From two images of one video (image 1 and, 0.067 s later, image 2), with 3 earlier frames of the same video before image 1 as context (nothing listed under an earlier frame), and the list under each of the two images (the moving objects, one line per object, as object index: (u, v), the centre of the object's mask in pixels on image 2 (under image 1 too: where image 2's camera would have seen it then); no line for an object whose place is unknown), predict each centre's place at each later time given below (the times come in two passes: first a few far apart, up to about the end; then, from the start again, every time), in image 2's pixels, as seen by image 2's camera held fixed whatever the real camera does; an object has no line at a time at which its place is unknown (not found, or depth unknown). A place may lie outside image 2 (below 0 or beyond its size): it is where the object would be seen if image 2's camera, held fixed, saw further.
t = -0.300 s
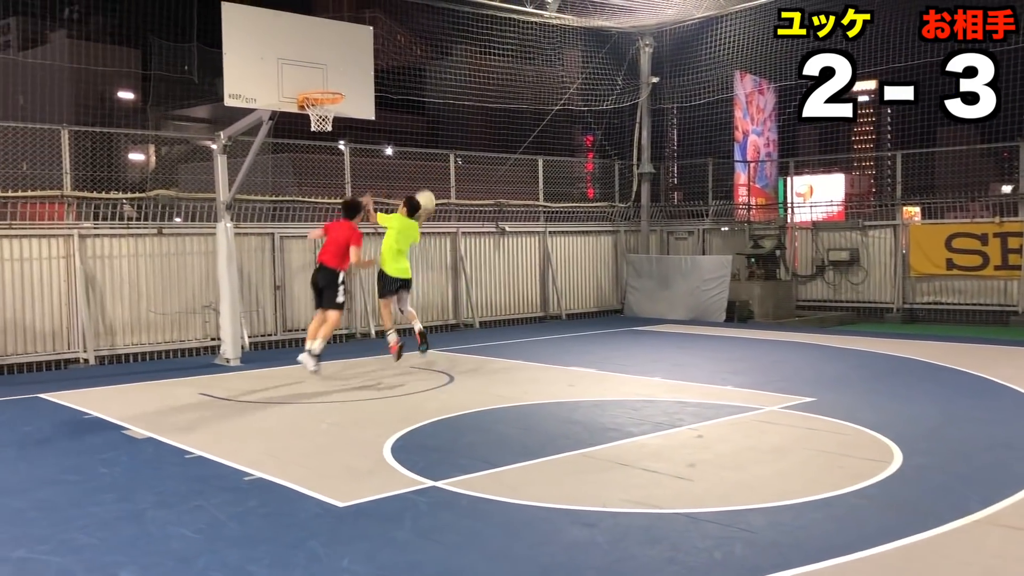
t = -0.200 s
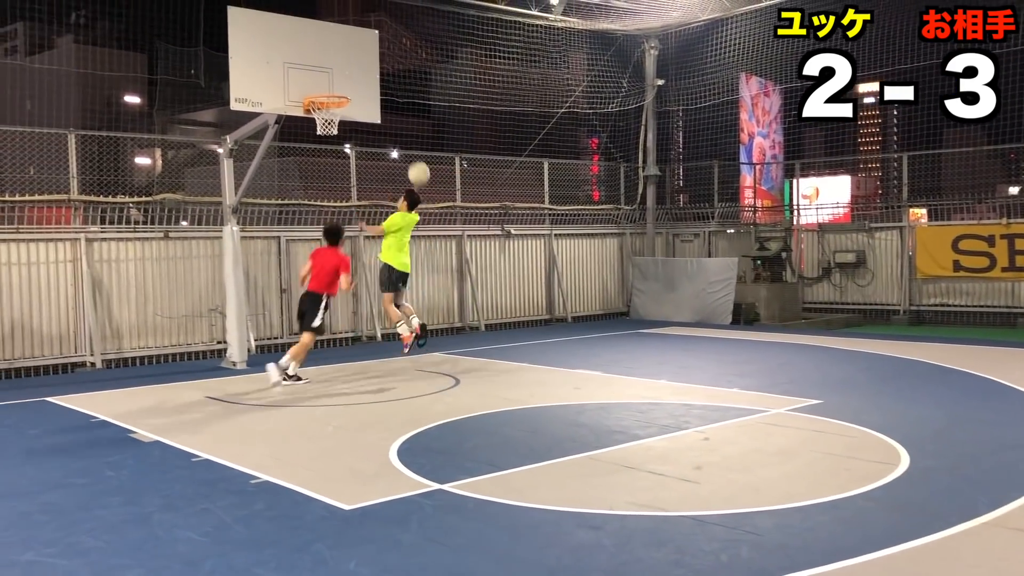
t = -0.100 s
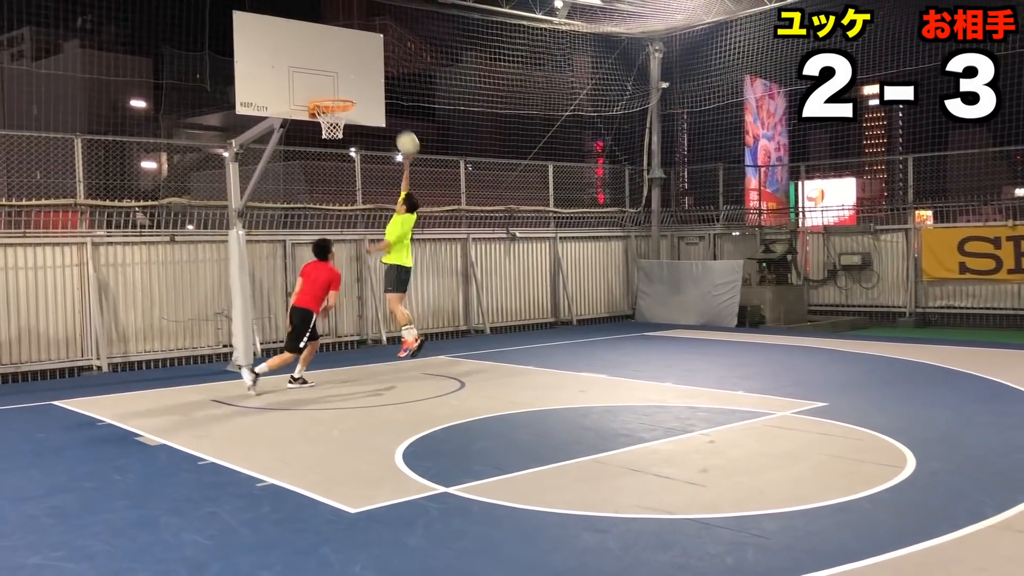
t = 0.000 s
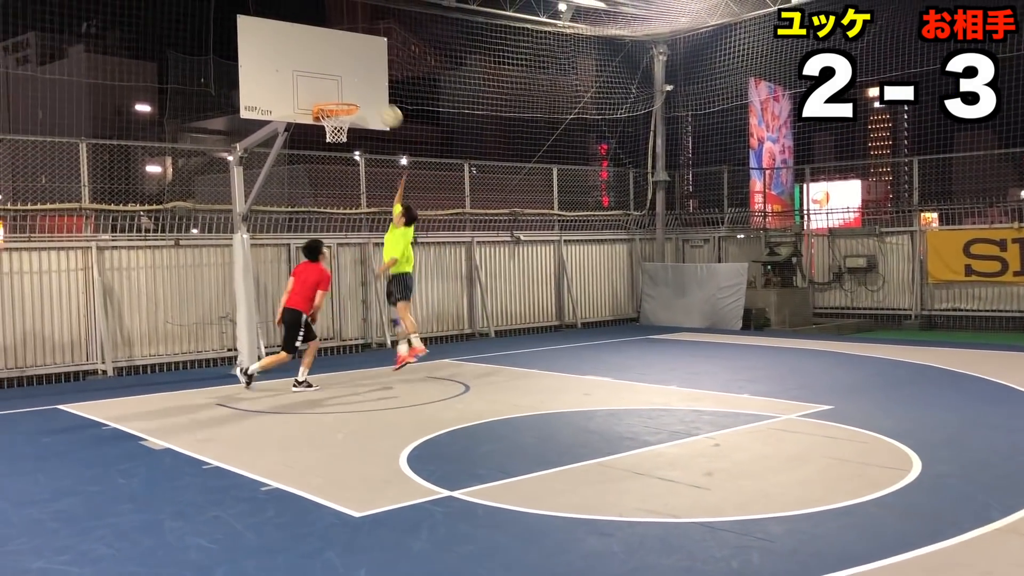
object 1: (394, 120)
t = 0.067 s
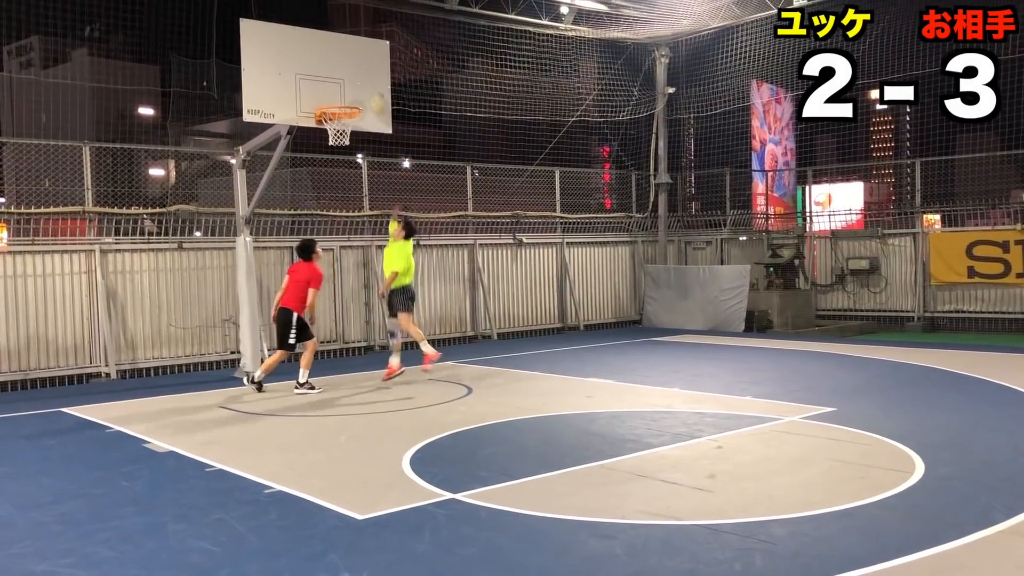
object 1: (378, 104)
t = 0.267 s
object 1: (359, 86)
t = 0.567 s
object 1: (337, 112)
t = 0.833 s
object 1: (338, 134)
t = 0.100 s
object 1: (371, 98)
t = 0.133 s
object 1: (363, 92)
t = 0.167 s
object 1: (360, 88)
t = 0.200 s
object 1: (360, 87)
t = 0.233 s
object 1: (359, 86)
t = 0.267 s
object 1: (359, 86)
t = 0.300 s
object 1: (357, 88)
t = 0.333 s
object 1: (355, 90)
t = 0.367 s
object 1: (355, 93)
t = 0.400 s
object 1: (354, 96)
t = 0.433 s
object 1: (353, 100)
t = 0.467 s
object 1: (349, 100)
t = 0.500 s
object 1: (345, 100)
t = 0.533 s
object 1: (343, 104)
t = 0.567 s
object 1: (337, 112)
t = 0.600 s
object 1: (333, 115)
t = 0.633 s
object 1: (330, 119)
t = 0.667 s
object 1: (329, 122)
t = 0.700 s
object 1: (331, 123)
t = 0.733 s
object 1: (332, 126)
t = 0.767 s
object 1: (334, 129)
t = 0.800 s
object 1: (336, 132)
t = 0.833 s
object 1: (338, 134)
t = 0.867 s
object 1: (340, 138)
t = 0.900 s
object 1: (341, 145)
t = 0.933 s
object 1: (344, 153)
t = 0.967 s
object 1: (346, 158)
